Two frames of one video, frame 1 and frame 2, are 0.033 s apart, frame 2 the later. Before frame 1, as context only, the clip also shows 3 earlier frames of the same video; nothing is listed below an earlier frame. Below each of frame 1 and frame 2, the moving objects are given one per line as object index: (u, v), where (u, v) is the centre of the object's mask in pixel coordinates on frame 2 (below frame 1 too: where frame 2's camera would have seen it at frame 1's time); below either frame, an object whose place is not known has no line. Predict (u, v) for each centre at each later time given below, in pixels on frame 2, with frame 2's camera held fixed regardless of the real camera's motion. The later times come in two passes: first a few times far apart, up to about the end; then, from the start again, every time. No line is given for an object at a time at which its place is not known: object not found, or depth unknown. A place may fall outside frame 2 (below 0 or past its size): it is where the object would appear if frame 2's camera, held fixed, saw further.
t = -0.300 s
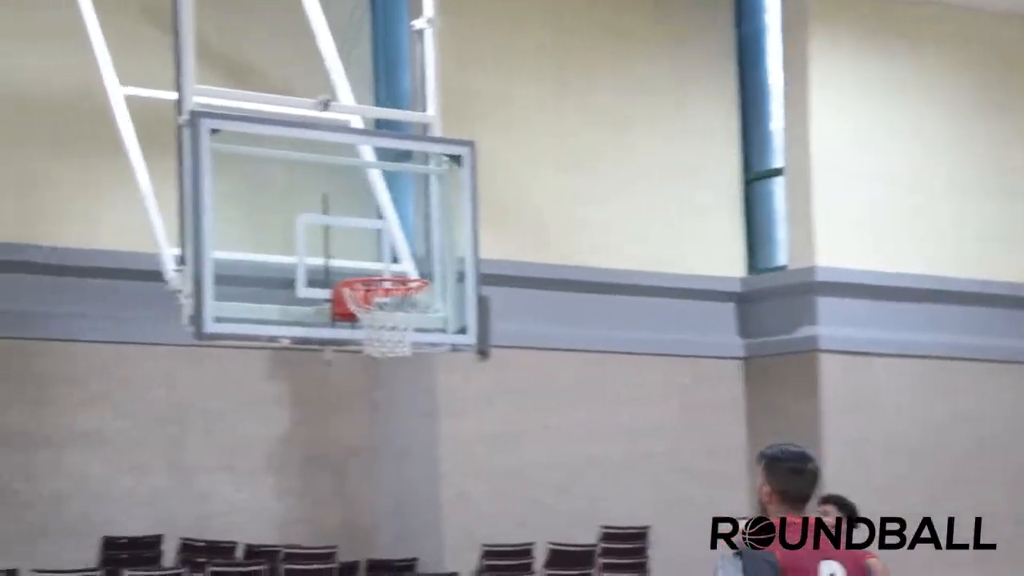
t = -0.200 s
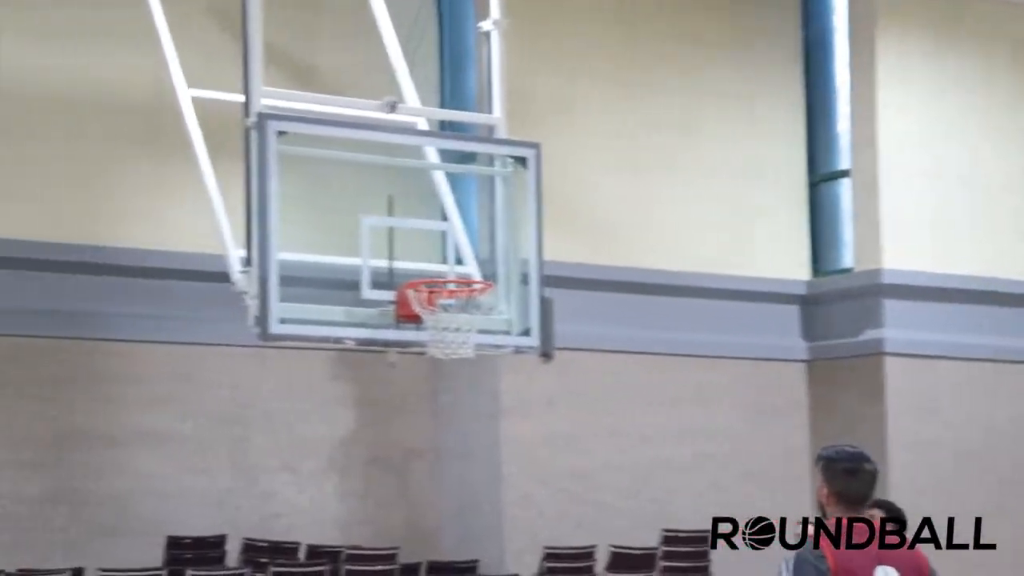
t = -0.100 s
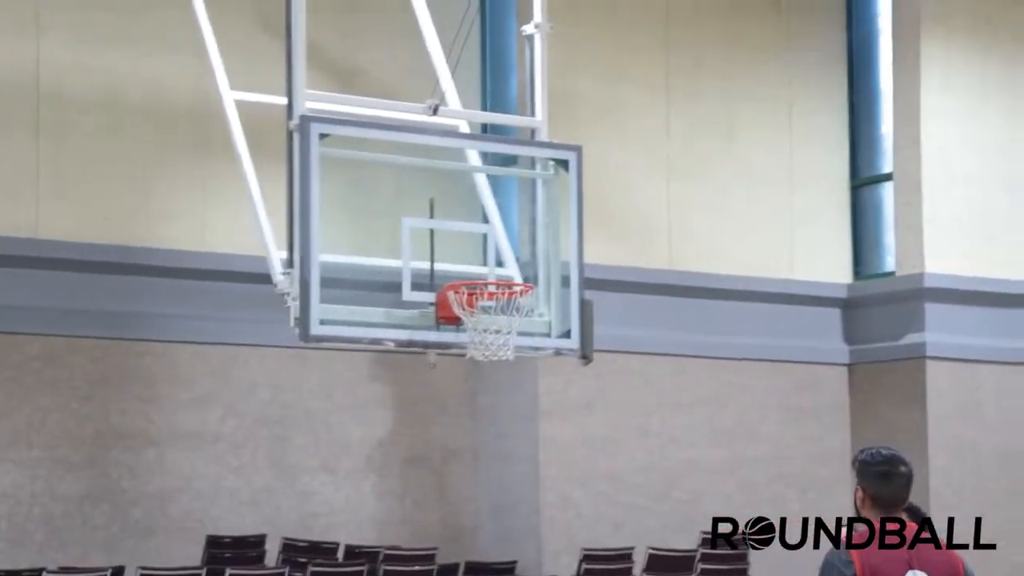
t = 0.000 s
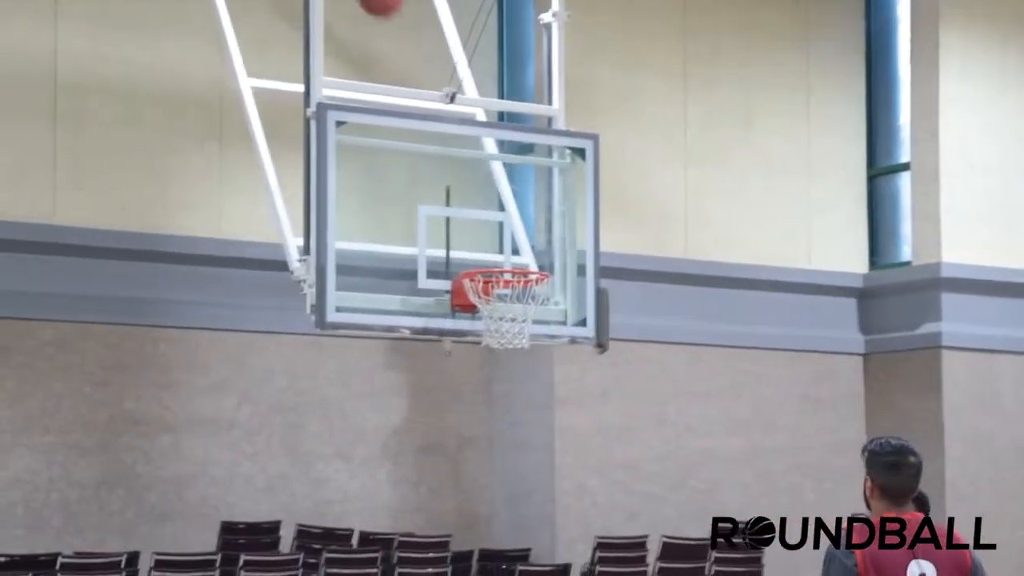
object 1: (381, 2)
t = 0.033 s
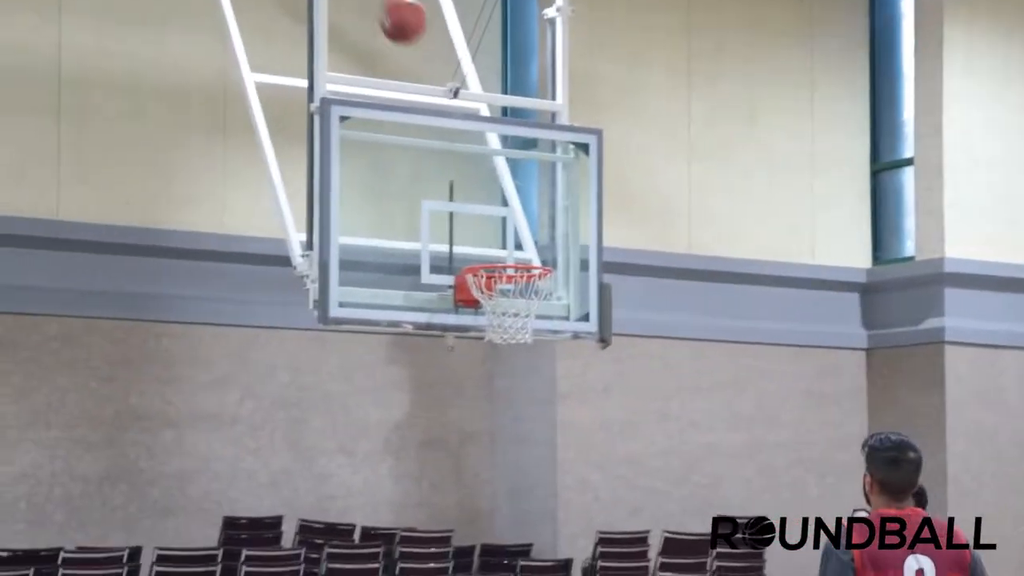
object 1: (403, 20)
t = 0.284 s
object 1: (525, 293)
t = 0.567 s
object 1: (516, 397)
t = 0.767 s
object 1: (507, 551)
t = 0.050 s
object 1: (412, 35)
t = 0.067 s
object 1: (421, 51)
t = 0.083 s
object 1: (429, 67)
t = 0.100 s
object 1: (437, 84)
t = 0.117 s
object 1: (445, 103)
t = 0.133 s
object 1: (454, 123)
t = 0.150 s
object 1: (462, 141)
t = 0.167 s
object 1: (471, 159)
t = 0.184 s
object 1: (479, 177)
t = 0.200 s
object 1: (487, 195)
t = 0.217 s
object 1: (494, 215)
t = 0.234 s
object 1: (503, 235)
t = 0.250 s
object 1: (511, 252)
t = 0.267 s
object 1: (521, 284)
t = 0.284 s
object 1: (525, 293)
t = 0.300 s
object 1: (528, 305)
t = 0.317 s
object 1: (526, 309)
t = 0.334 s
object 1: (527, 311)
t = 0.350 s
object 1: (526, 314)
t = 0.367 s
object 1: (525, 318)
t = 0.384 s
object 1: (524, 323)
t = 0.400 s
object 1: (523, 327)
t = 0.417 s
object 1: (523, 332)
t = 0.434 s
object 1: (522, 337)
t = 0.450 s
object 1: (521, 343)
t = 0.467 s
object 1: (521, 350)
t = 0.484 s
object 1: (521, 356)
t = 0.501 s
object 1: (519, 363)
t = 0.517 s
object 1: (519, 370)
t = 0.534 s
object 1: (517, 379)
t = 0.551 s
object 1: (517, 387)
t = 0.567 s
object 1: (516, 397)
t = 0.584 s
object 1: (516, 407)
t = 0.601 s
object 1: (515, 417)
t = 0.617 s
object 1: (514, 428)
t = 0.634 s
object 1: (513, 440)
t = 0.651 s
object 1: (513, 452)
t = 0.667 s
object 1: (512, 465)
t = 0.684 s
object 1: (512, 477)
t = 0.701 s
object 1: (511, 491)
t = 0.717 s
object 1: (510, 505)
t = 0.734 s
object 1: (509, 519)
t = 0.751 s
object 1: (508, 535)
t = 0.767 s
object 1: (507, 551)
